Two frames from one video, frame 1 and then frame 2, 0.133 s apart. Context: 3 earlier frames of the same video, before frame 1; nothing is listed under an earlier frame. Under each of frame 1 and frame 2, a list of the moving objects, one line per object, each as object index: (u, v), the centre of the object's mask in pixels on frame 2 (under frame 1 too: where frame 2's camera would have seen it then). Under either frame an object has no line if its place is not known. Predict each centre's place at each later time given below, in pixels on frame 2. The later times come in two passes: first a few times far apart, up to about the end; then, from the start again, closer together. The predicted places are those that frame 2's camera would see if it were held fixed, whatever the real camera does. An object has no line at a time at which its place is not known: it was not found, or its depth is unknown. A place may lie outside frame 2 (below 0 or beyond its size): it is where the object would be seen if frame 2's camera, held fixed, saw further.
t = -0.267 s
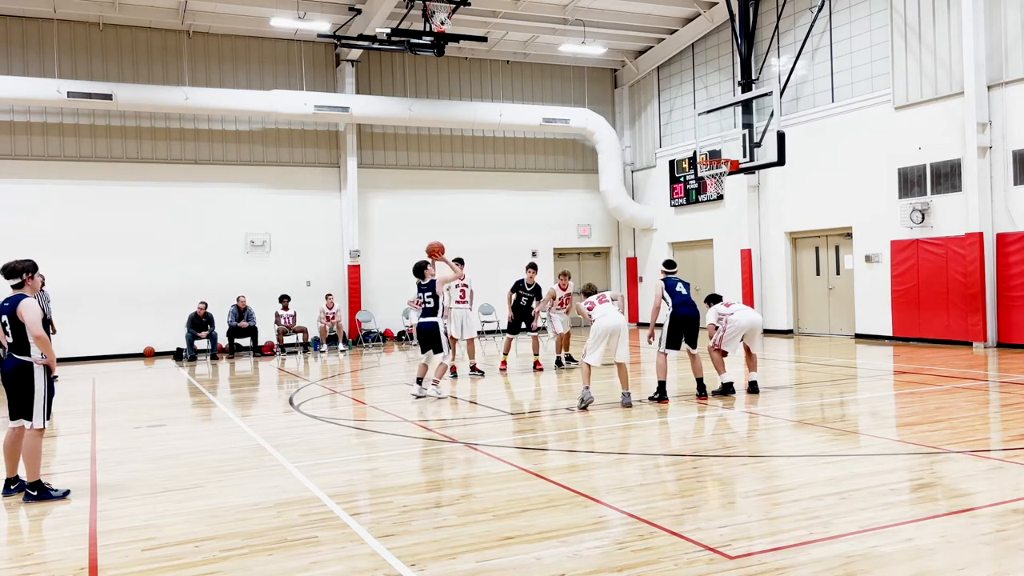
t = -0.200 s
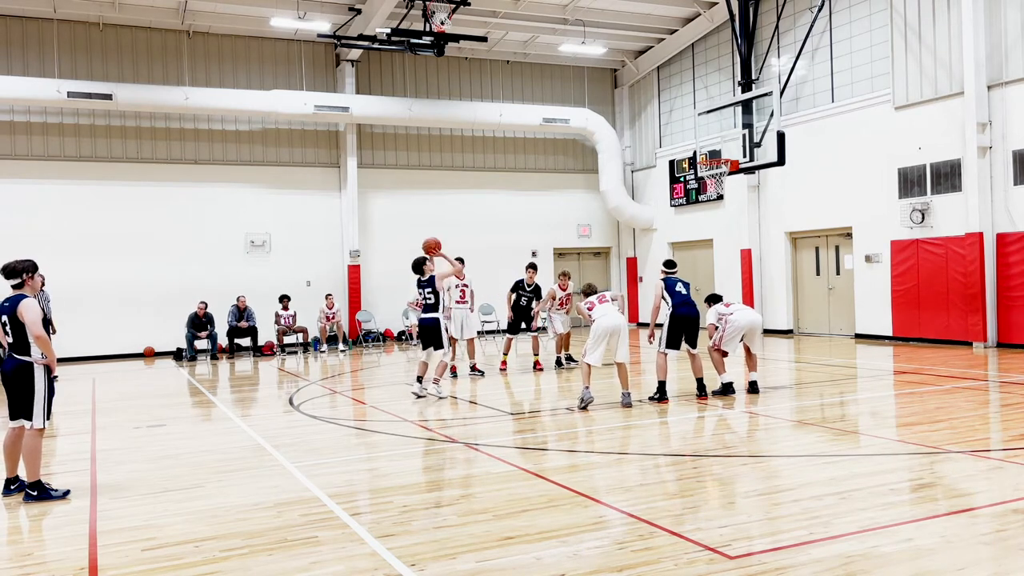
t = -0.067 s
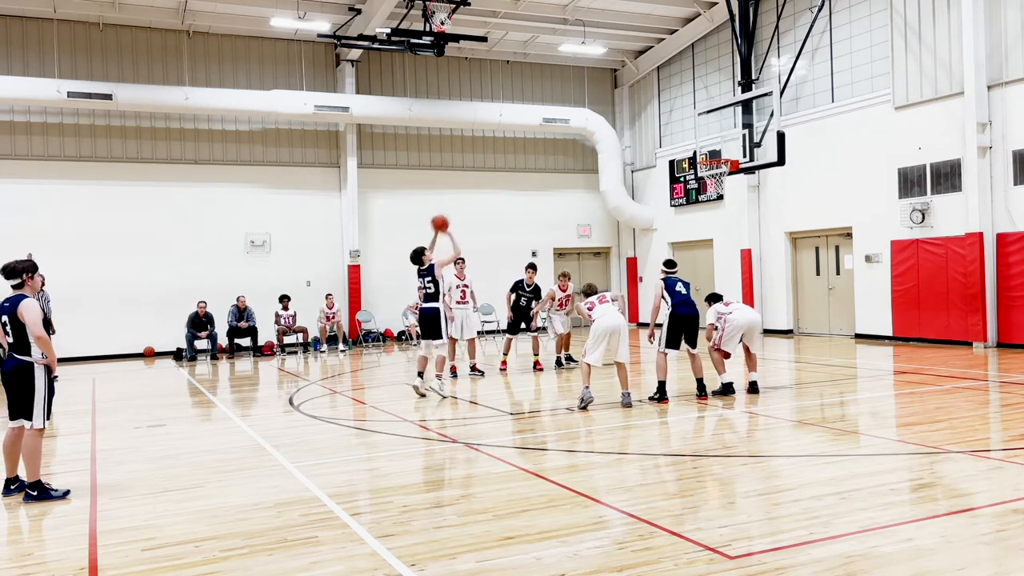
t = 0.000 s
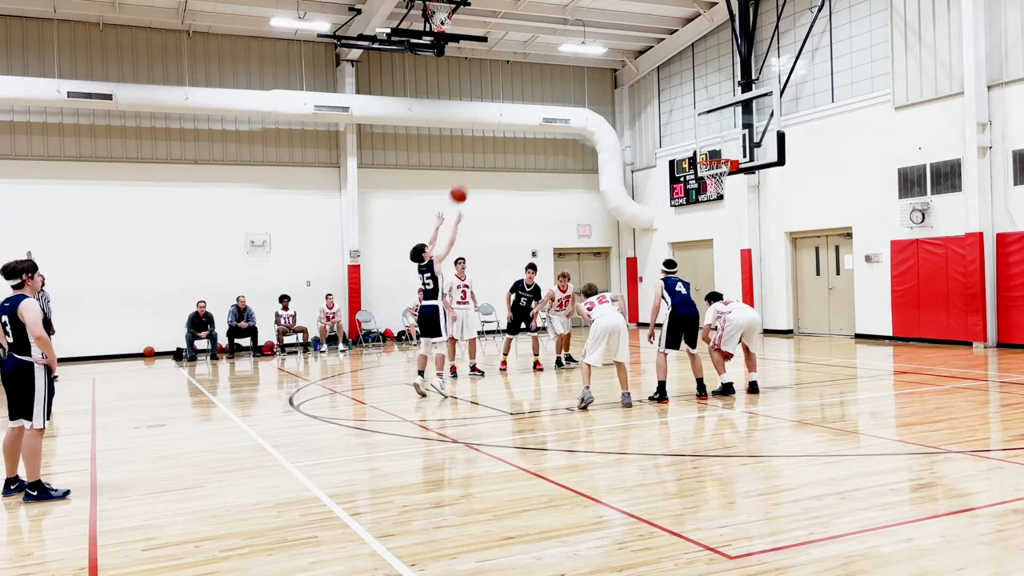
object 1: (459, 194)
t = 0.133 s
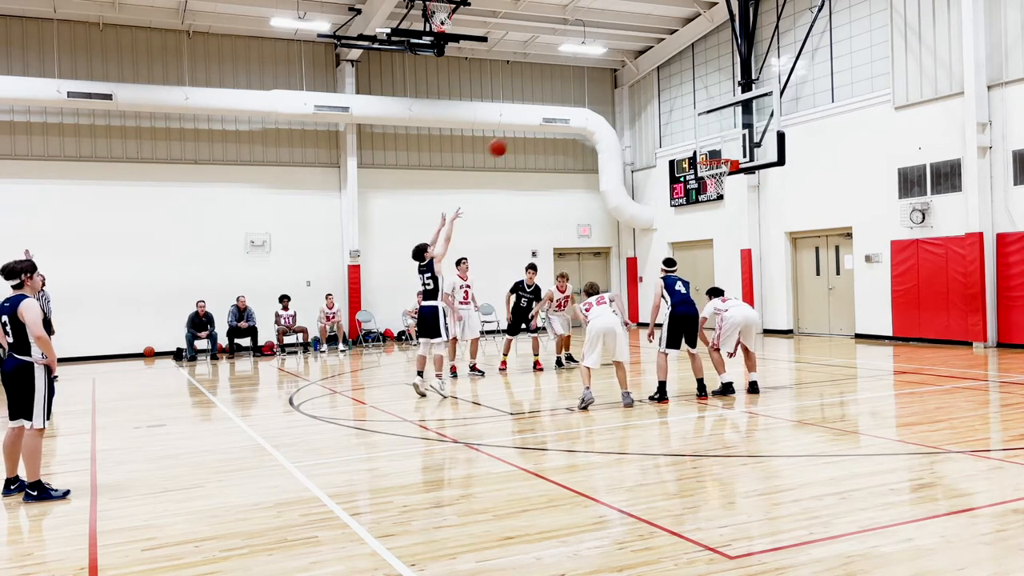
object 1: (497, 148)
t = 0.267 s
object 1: (536, 116)
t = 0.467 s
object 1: (591, 93)
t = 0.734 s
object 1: (659, 109)
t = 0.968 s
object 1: (717, 158)
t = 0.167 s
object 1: (507, 139)
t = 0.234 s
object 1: (526, 123)
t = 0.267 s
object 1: (536, 116)
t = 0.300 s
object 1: (545, 110)
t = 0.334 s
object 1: (555, 104)
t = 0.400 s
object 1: (573, 98)
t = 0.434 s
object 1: (582, 95)
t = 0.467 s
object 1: (591, 93)
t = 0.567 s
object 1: (617, 94)
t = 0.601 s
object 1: (626, 95)
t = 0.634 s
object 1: (634, 97)
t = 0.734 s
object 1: (659, 109)
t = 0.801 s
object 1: (676, 120)
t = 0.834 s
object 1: (684, 127)
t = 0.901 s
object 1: (700, 142)
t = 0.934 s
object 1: (709, 150)
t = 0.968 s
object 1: (717, 158)
